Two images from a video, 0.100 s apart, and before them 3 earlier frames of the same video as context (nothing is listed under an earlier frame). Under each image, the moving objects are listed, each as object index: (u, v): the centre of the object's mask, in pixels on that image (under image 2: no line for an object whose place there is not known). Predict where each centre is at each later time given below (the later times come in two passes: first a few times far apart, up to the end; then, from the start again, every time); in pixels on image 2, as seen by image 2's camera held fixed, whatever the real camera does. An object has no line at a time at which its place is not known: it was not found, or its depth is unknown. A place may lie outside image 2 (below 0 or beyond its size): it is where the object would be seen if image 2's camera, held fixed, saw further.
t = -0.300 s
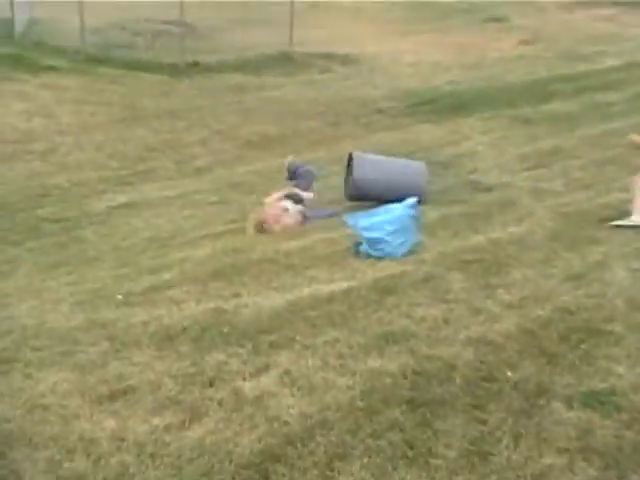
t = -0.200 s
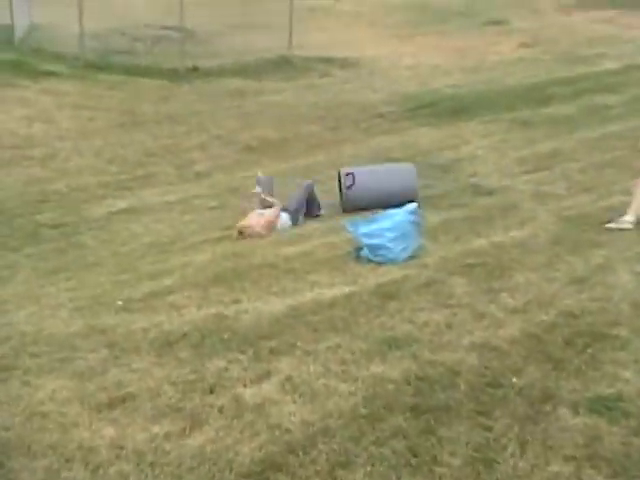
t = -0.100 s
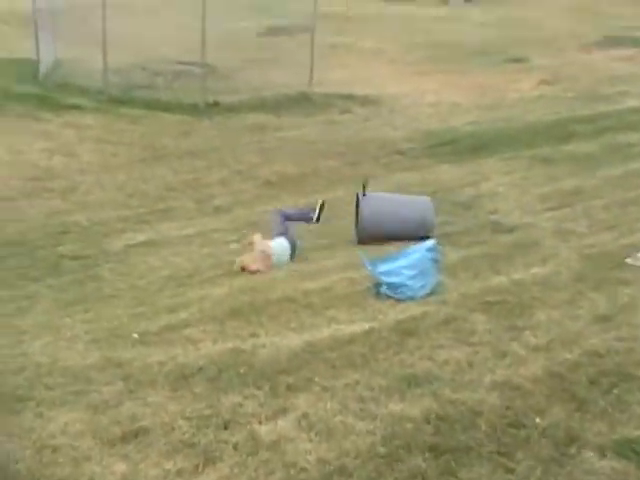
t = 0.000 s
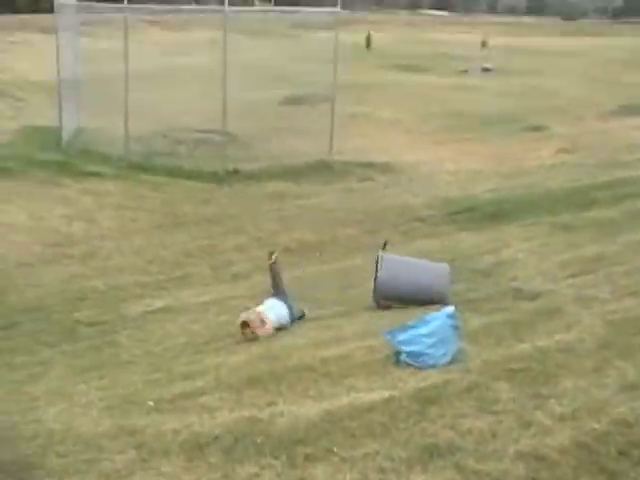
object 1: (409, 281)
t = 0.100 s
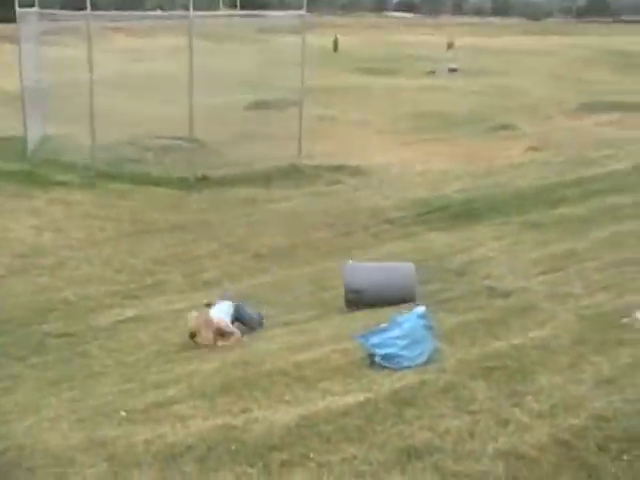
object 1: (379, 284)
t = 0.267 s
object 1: (375, 277)
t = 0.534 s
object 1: (377, 272)
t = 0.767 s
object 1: (391, 268)
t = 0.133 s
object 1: (377, 285)
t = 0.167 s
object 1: (376, 286)
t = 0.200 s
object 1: (375, 284)
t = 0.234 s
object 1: (375, 281)
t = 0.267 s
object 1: (375, 277)
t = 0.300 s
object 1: (375, 275)
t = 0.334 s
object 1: (375, 273)
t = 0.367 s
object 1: (375, 272)
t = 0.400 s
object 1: (375, 271)
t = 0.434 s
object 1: (375, 271)
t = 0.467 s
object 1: (376, 270)
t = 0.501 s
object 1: (376, 271)
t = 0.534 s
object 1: (377, 272)
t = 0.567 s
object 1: (377, 274)
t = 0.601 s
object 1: (375, 275)
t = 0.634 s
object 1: (378, 272)
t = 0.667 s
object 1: (380, 271)
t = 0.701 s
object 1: (383, 269)
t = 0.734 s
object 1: (388, 269)
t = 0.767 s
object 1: (391, 268)
